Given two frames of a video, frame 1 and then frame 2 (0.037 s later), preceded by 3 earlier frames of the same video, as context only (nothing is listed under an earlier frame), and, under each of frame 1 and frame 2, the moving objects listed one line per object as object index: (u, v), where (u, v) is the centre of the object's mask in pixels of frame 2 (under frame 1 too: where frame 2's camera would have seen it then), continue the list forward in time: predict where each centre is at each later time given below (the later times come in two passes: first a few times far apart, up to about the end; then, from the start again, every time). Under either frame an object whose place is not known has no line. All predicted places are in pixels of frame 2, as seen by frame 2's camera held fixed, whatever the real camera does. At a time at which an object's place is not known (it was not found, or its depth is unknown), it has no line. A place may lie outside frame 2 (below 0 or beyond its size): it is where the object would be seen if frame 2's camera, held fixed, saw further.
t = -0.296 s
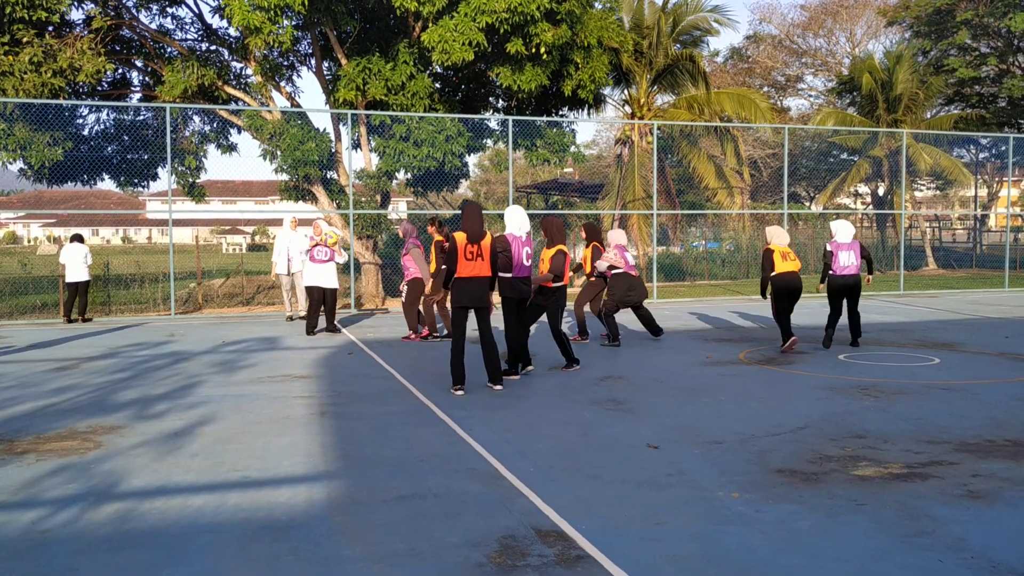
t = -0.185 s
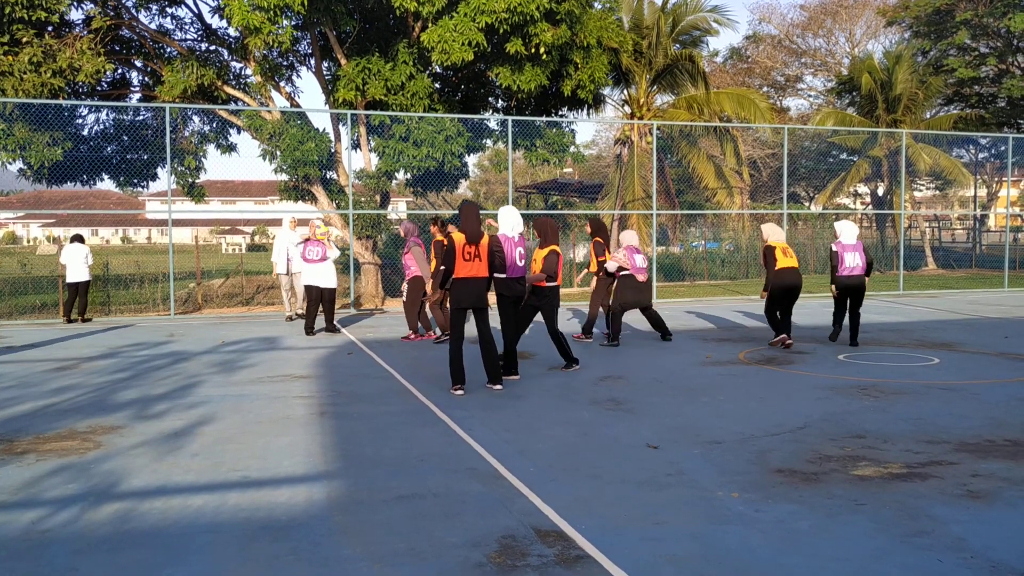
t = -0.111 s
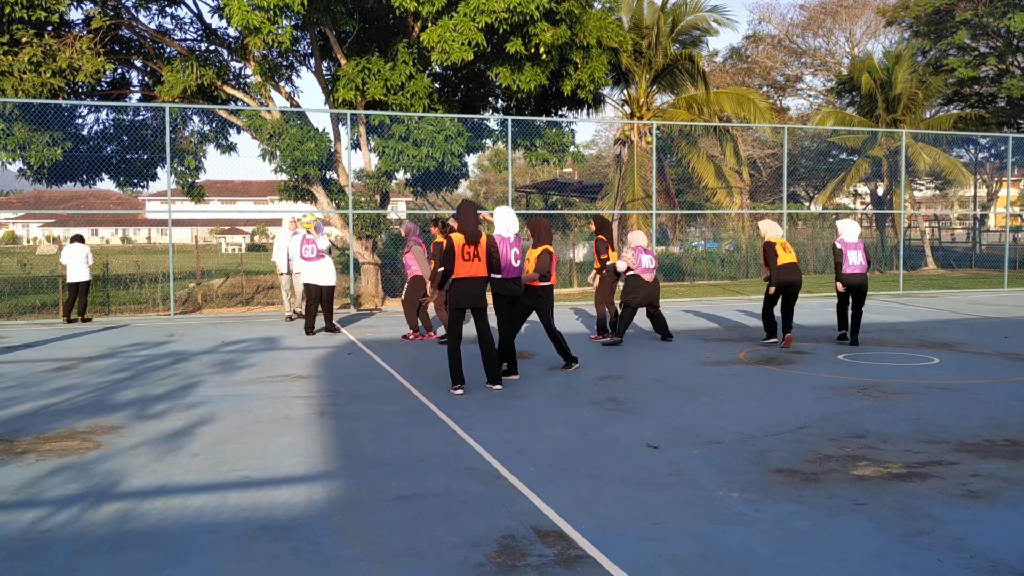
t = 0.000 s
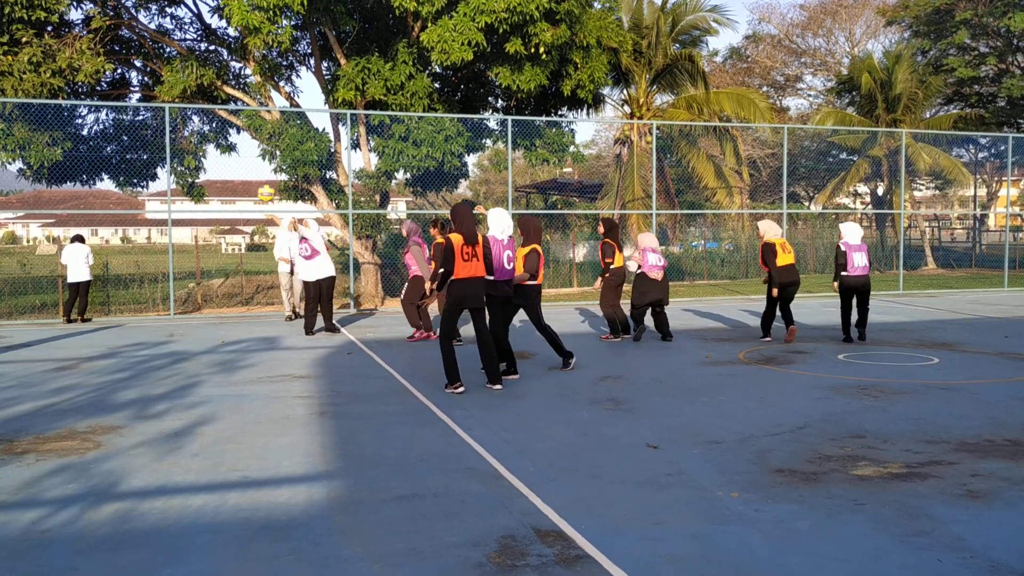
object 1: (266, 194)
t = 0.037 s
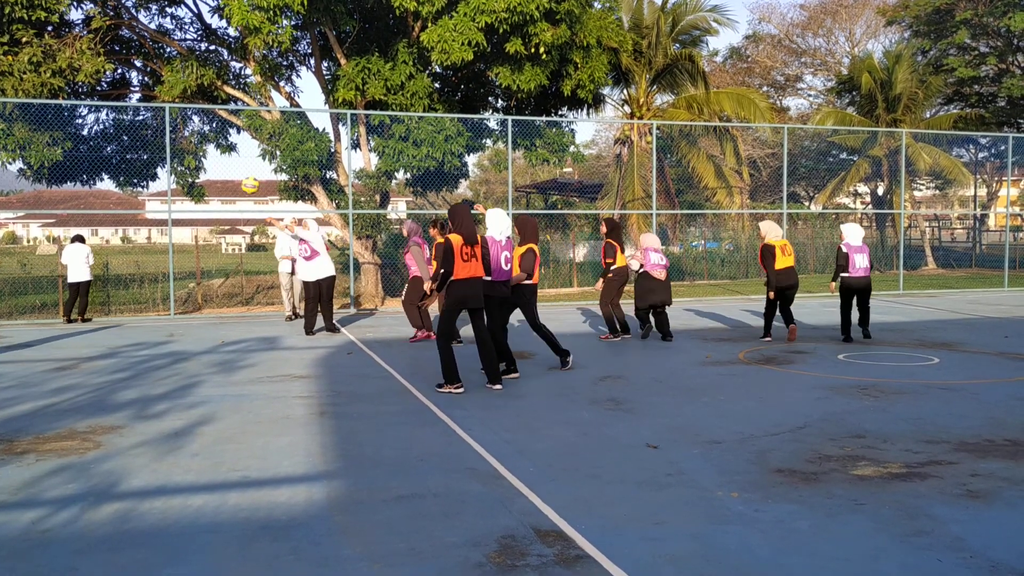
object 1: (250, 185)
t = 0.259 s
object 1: (146, 156)
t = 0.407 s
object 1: (67, 159)
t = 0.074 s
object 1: (234, 178)
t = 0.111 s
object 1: (217, 172)
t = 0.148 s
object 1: (200, 167)
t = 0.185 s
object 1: (183, 162)
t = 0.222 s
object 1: (164, 159)
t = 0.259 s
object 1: (146, 156)
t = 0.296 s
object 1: (126, 155)
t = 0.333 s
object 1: (108, 156)
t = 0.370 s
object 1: (88, 157)
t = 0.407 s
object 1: (67, 159)
